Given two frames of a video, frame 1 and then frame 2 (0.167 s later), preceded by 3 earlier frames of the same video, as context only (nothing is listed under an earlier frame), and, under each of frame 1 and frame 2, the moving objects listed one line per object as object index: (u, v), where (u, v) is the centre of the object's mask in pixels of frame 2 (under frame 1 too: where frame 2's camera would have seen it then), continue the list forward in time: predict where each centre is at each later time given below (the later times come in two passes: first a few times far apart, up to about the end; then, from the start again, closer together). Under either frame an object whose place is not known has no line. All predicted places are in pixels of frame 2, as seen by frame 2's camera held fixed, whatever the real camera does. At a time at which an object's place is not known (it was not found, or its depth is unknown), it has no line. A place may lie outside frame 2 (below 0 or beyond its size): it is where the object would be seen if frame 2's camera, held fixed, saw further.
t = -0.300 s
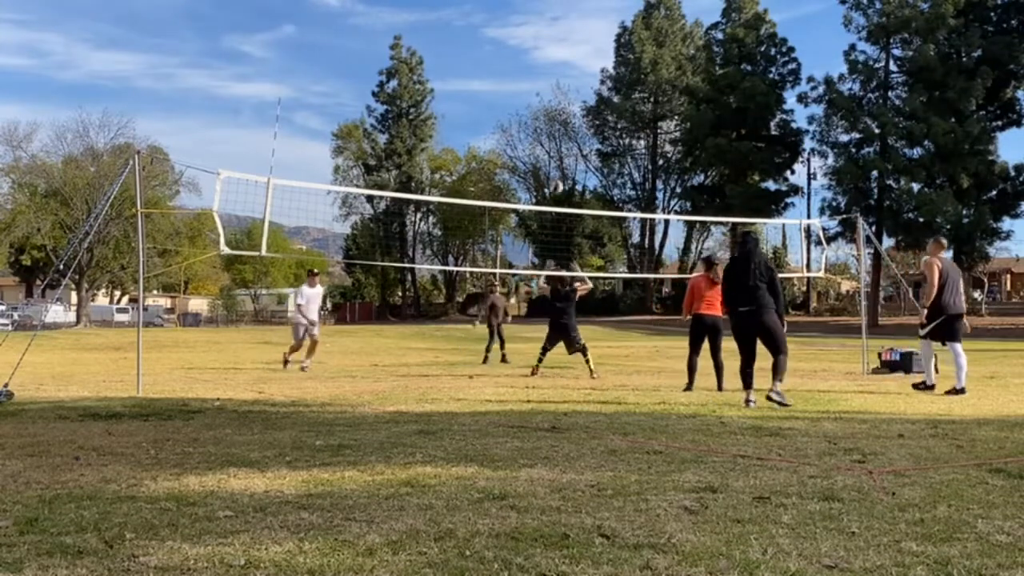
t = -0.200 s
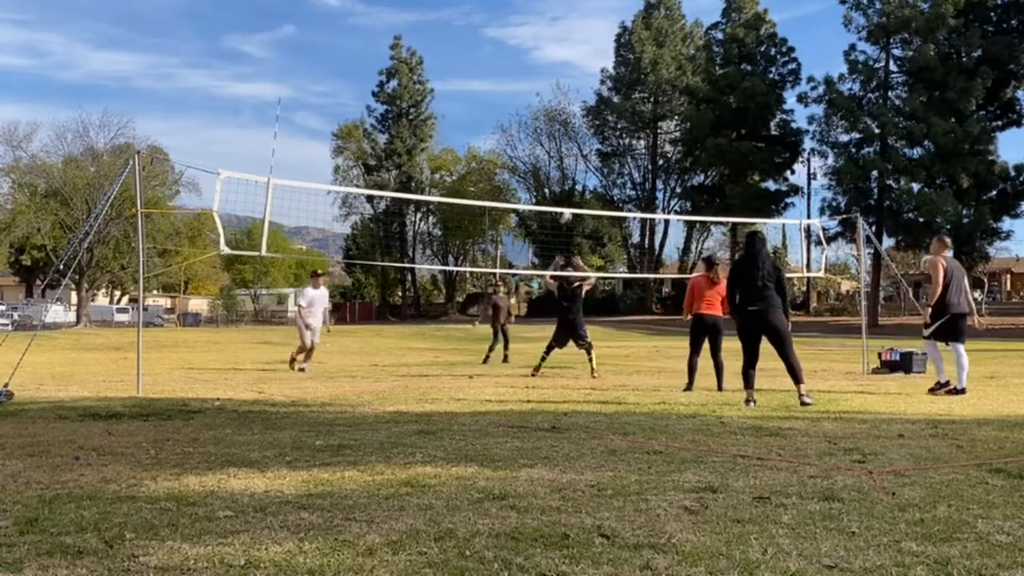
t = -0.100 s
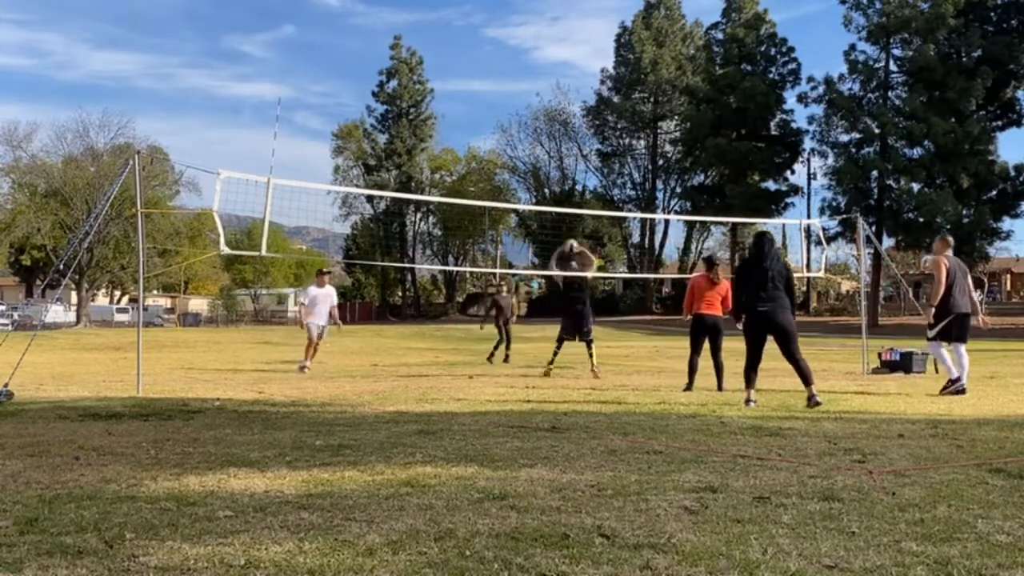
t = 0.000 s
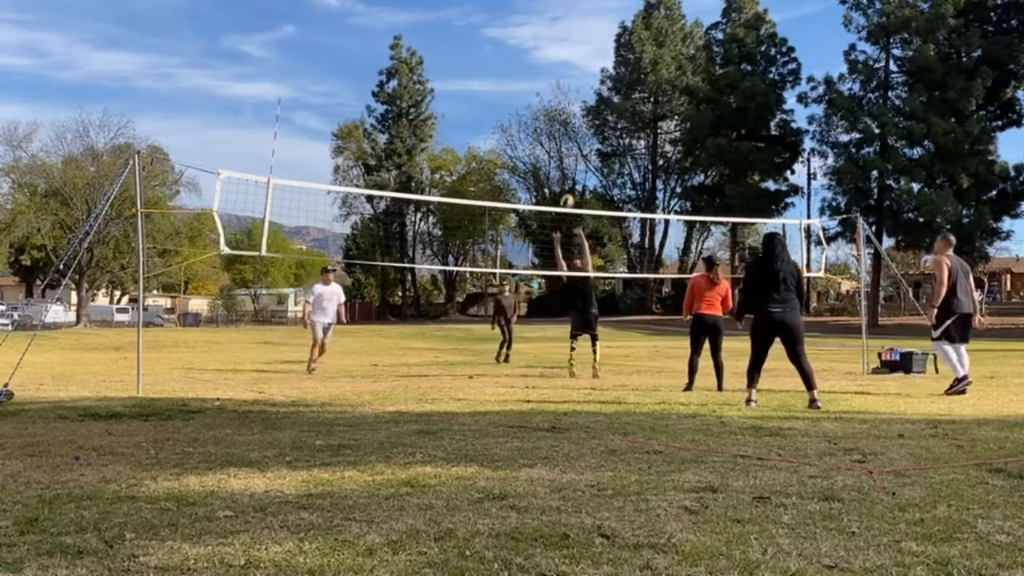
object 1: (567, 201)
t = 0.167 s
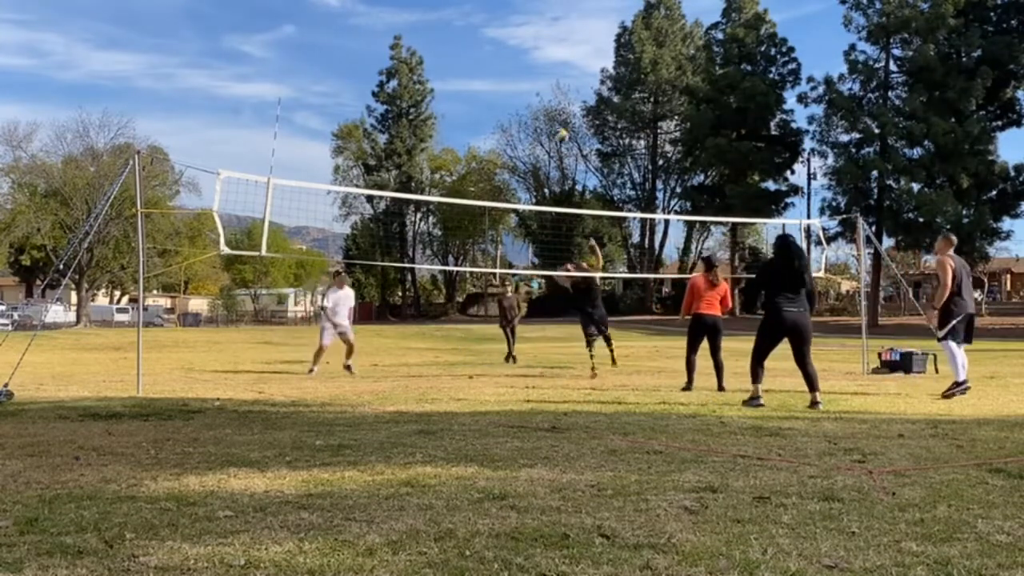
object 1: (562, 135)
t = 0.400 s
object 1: (550, 76)
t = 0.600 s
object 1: (541, 54)
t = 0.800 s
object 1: (531, 58)
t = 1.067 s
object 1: (517, 104)
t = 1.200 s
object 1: (509, 145)
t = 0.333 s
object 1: (554, 89)
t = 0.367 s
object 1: (552, 83)
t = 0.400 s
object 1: (550, 76)
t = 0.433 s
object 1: (549, 71)
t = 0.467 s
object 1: (547, 66)
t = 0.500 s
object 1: (546, 62)
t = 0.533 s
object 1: (544, 59)
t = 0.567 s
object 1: (542, 56)
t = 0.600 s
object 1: (541, 54)
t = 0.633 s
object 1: (539, 53)
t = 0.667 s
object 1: (537, 53)
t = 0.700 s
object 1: (535, 53)
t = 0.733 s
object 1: (533, 54)
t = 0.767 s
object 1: (532, 56)
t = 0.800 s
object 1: (531, 58)
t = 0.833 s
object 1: (529, 62)
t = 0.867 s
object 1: (527, 66)
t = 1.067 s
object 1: (517, 104)
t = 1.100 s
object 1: (515, 113)
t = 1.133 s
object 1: (514, 123)
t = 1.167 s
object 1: (512, 134)
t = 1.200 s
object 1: (509, 145)
